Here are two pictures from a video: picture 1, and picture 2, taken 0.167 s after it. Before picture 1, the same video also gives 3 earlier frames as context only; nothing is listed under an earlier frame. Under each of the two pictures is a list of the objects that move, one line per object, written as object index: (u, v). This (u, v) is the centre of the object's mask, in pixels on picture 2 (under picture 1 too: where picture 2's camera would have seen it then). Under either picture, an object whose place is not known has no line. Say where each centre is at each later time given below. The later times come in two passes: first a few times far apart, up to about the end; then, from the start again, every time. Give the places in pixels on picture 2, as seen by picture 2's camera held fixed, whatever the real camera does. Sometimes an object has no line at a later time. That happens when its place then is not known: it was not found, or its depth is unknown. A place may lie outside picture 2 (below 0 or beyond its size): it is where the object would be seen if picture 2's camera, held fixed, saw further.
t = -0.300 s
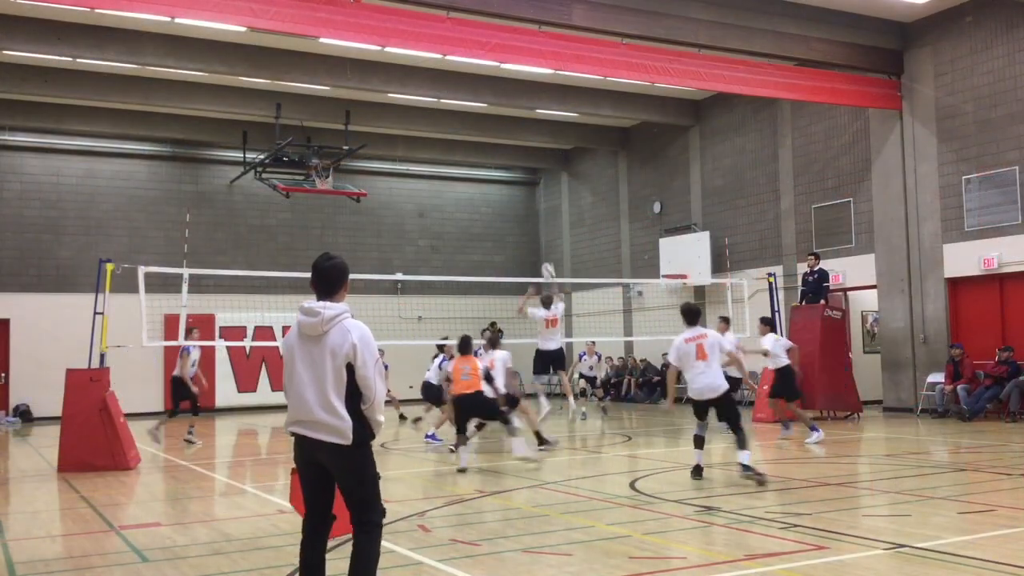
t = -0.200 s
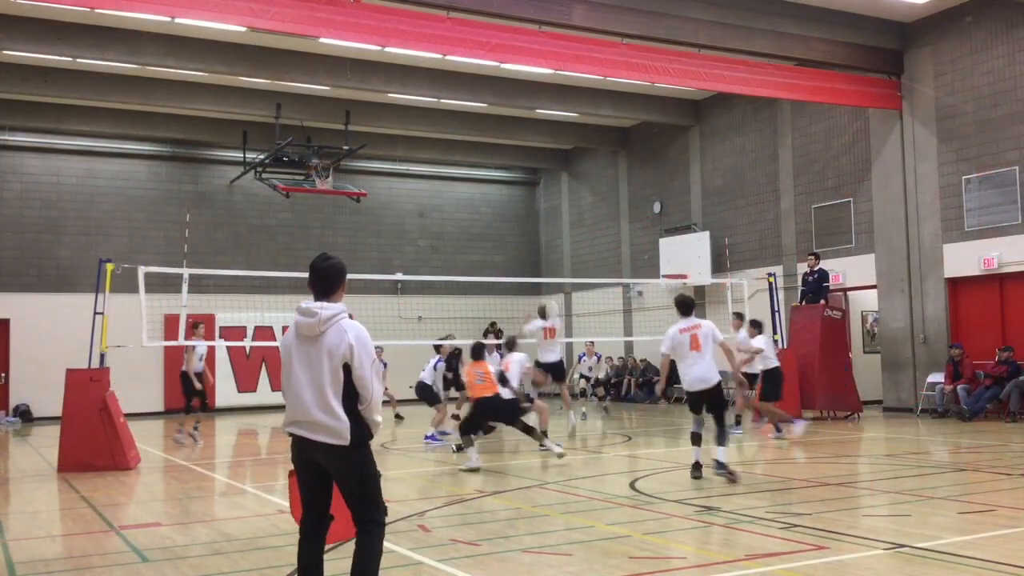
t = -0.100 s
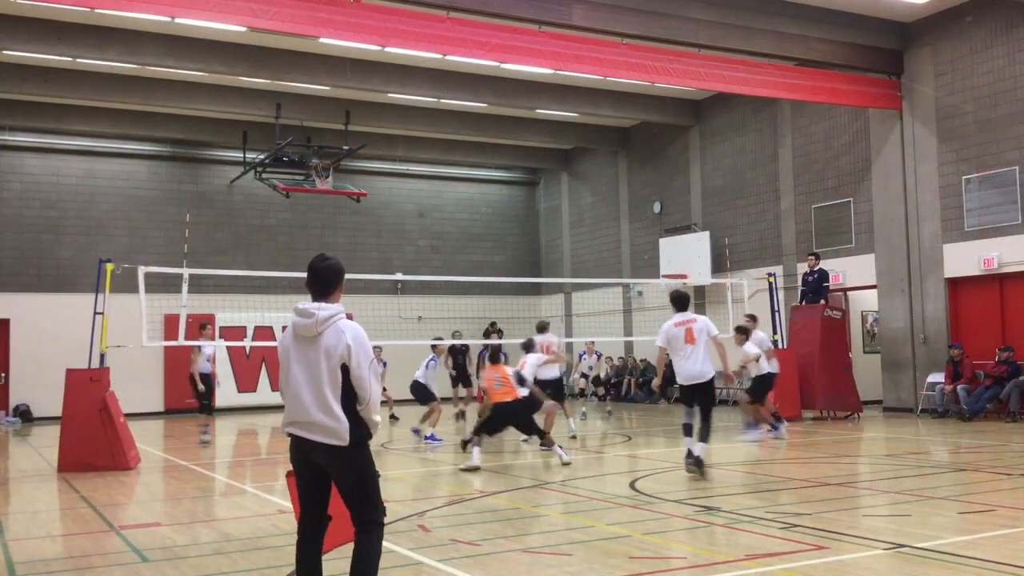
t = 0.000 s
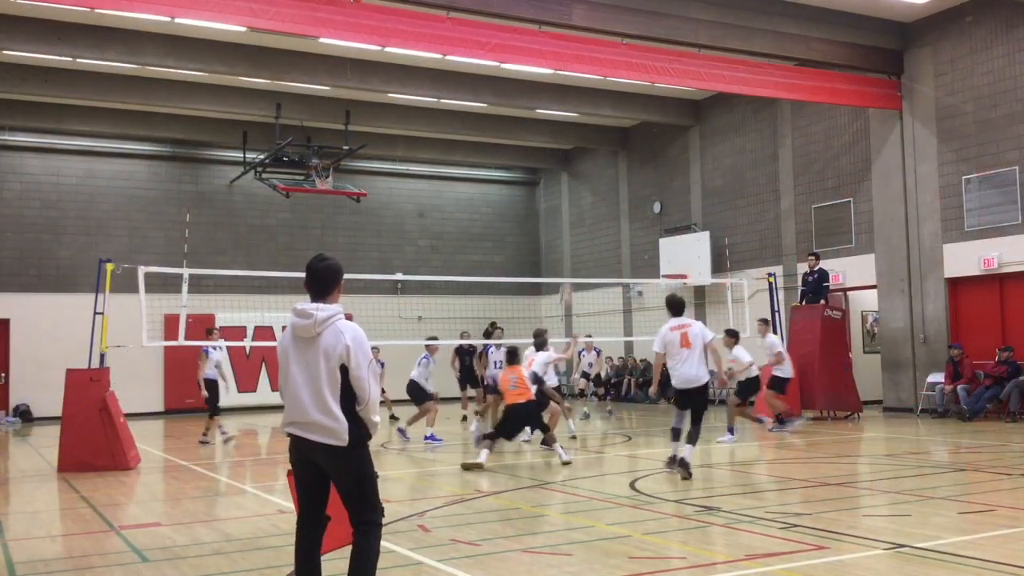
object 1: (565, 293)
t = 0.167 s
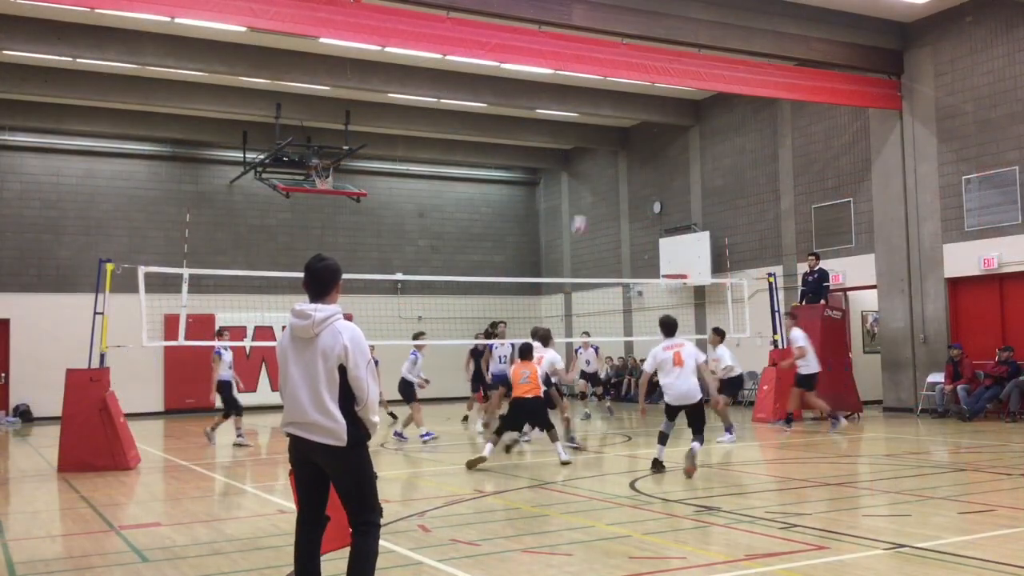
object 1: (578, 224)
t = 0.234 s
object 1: (584, 203)
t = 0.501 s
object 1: (604, 151)
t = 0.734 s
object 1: (623, 145)
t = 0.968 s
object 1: (641, 174)
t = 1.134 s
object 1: (655, 215)
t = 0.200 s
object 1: (581, 213)
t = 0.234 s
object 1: (584, 203)
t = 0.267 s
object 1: (586, 192)
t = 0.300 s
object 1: (588, 185)
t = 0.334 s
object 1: (591, 178)
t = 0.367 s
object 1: (594, 171)
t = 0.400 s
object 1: (597, 165)
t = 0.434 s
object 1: (599, 159)
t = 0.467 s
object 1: (602, 155)
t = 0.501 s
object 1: (604, 151)
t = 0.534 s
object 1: (607, 148)
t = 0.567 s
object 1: (610, 146)
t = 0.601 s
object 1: (612, 144)
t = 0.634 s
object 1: (615, 143)
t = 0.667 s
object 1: (617, 143)
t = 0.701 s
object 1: (620, 144)
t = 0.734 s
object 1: (623, 145)
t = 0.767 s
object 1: (625, 147)
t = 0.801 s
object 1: (628, 150)
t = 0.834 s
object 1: (631, 154)
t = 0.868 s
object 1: (633, 158)
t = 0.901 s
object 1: (636, 162)
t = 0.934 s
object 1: (638, 168)
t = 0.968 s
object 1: (641, 174)
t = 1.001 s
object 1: (644, 181)
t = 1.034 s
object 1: (647, 189)
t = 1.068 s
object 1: (650, 198)
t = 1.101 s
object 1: (653, 206)
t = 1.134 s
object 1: (655, 215)
